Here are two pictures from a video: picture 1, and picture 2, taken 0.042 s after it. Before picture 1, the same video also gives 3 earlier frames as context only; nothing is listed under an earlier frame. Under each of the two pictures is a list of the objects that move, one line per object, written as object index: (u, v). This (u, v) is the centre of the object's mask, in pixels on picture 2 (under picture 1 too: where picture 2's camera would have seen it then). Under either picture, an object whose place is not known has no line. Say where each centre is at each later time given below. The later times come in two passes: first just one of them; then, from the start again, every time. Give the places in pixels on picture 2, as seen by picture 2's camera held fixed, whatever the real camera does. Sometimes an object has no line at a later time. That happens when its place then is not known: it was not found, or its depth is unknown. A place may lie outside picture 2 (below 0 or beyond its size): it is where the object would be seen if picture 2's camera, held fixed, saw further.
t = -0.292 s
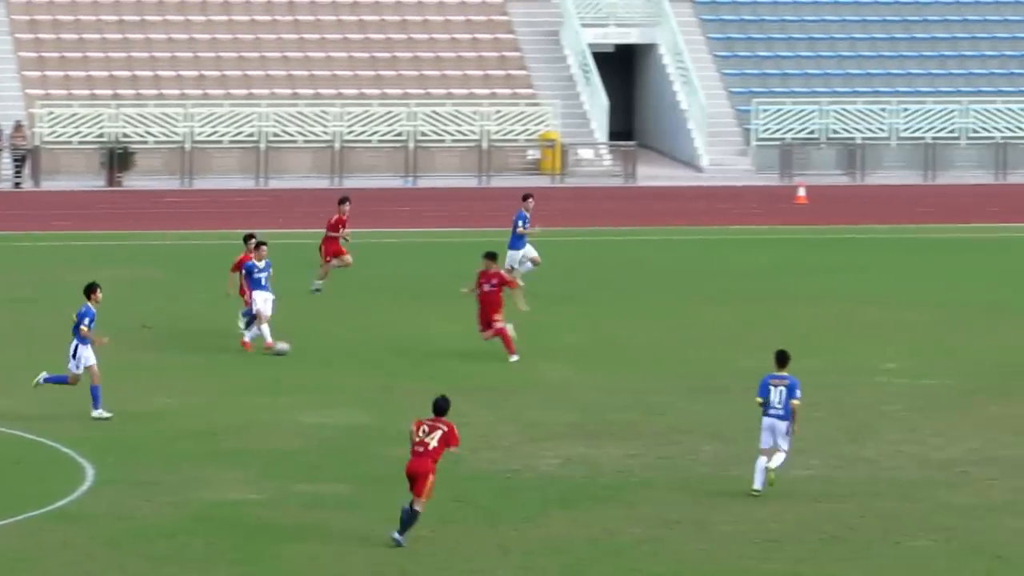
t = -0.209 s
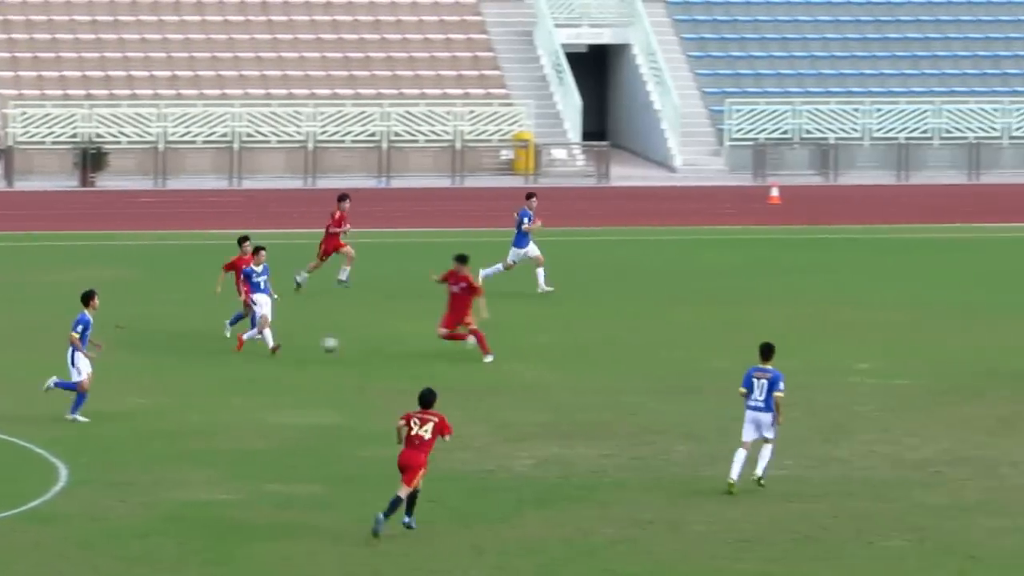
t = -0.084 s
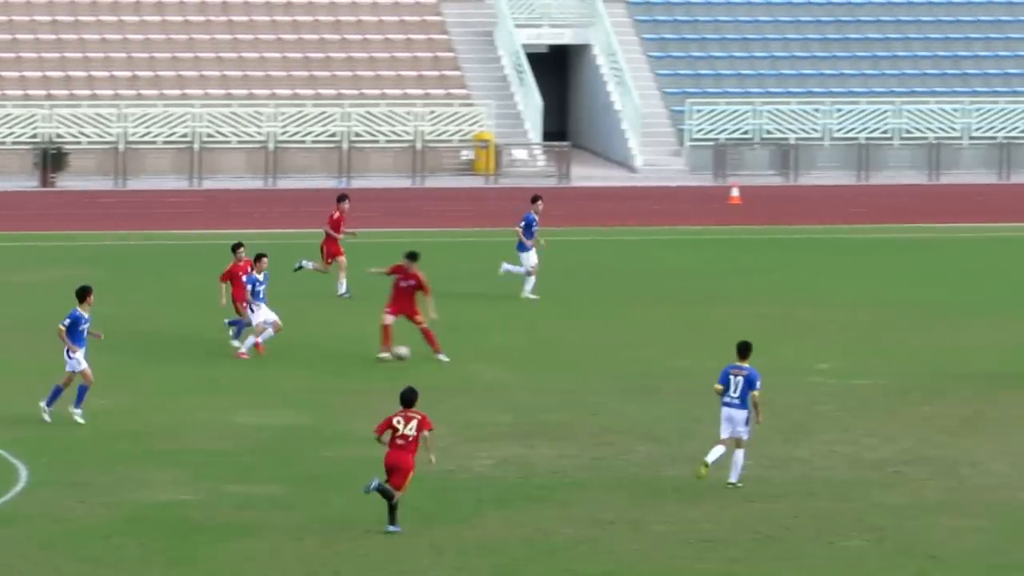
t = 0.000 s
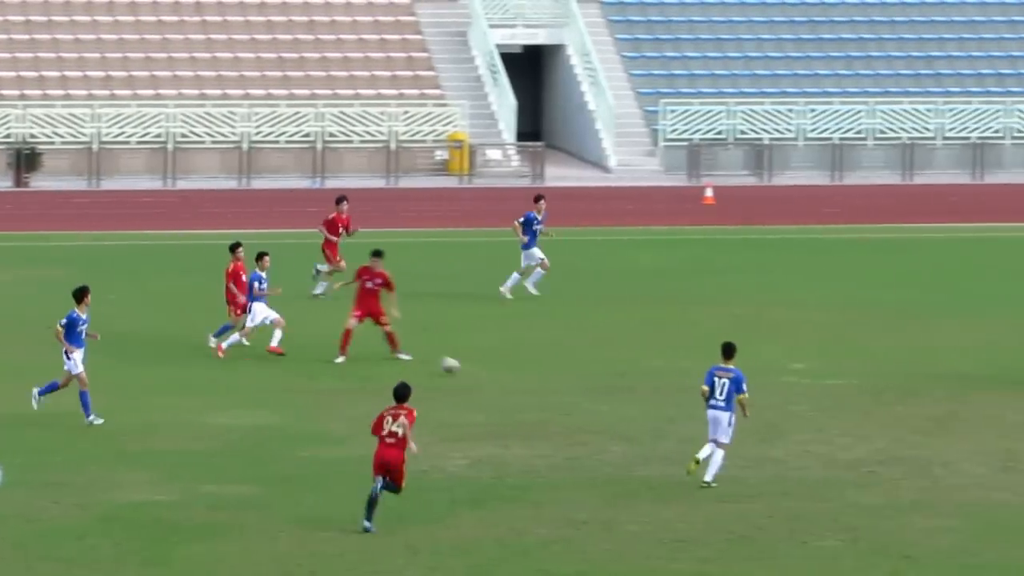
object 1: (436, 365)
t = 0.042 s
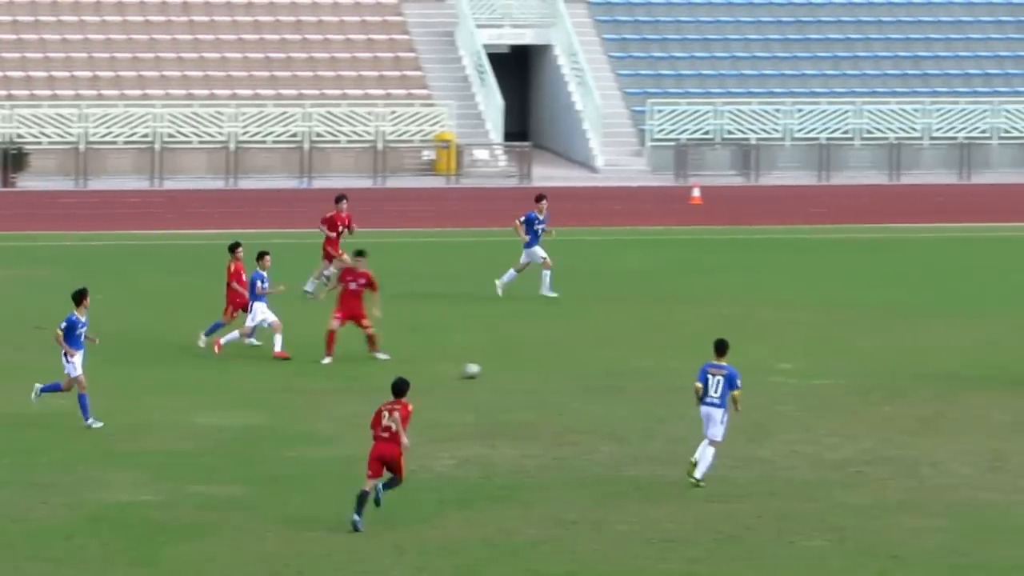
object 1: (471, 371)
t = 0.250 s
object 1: (623, 382)
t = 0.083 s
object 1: (502, 369)
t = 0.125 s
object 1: (532, 369)
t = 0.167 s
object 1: (562, 372)
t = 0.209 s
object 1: (593, 375)
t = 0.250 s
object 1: (623, 382)
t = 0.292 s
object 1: (652, 385)
